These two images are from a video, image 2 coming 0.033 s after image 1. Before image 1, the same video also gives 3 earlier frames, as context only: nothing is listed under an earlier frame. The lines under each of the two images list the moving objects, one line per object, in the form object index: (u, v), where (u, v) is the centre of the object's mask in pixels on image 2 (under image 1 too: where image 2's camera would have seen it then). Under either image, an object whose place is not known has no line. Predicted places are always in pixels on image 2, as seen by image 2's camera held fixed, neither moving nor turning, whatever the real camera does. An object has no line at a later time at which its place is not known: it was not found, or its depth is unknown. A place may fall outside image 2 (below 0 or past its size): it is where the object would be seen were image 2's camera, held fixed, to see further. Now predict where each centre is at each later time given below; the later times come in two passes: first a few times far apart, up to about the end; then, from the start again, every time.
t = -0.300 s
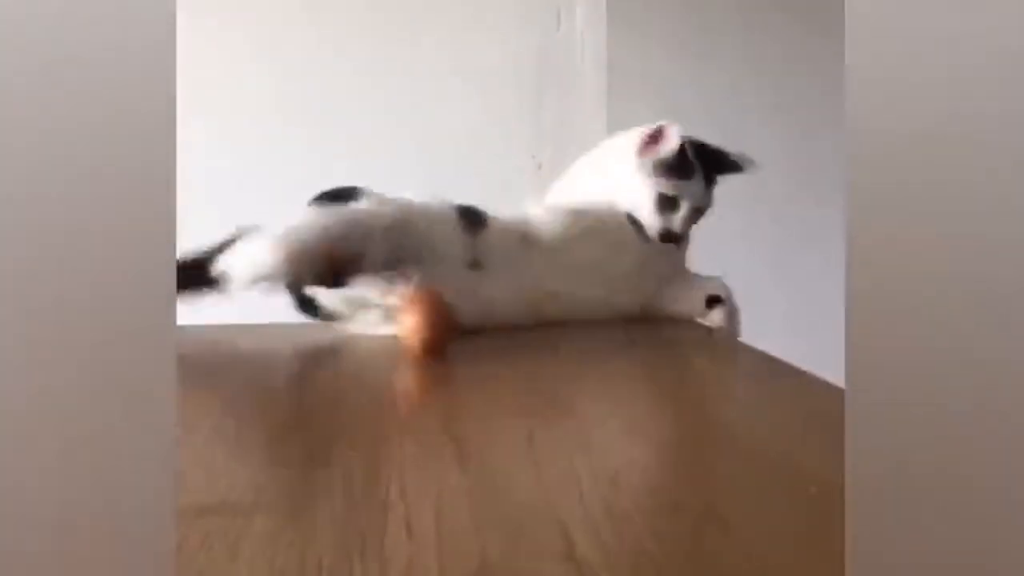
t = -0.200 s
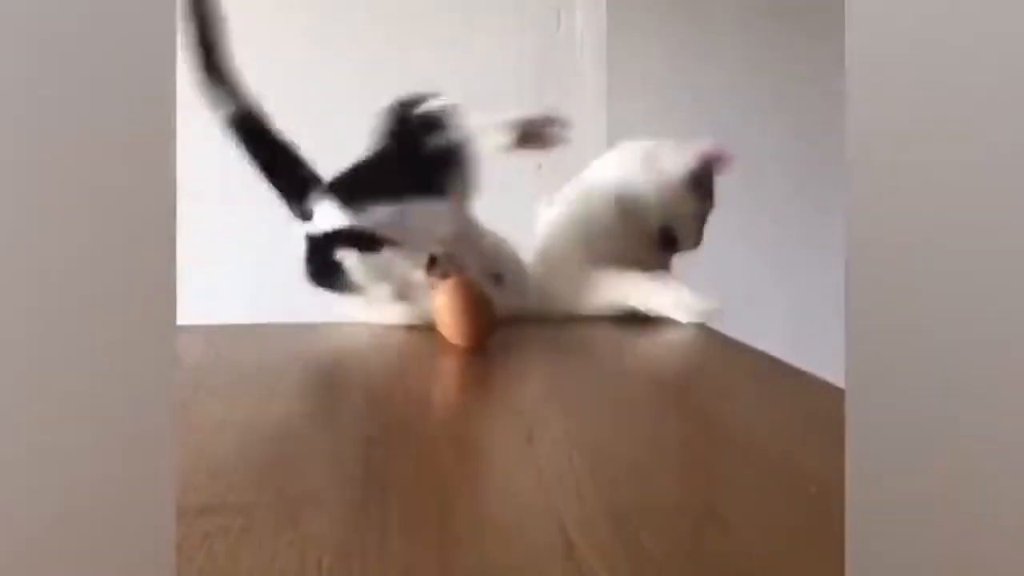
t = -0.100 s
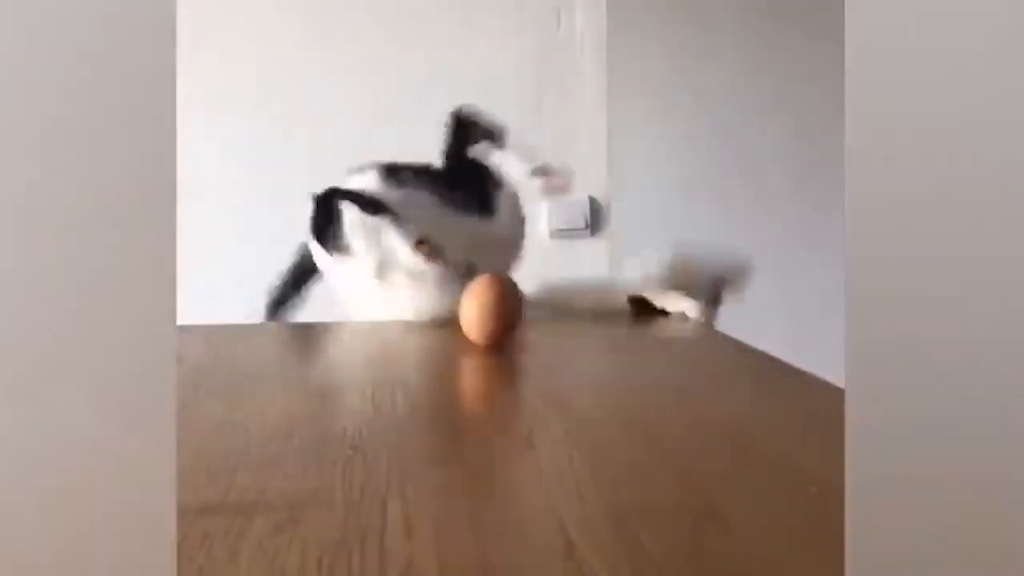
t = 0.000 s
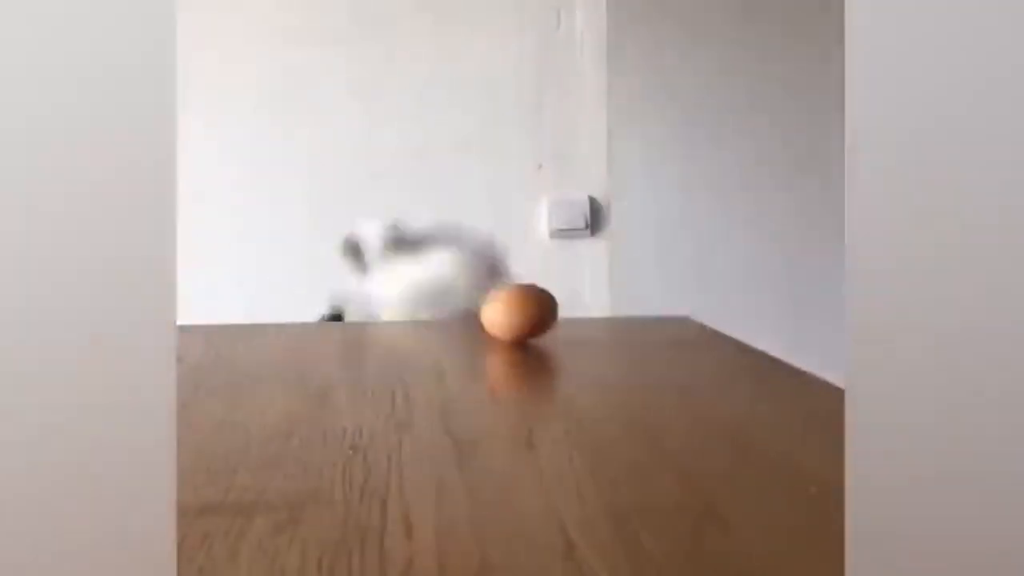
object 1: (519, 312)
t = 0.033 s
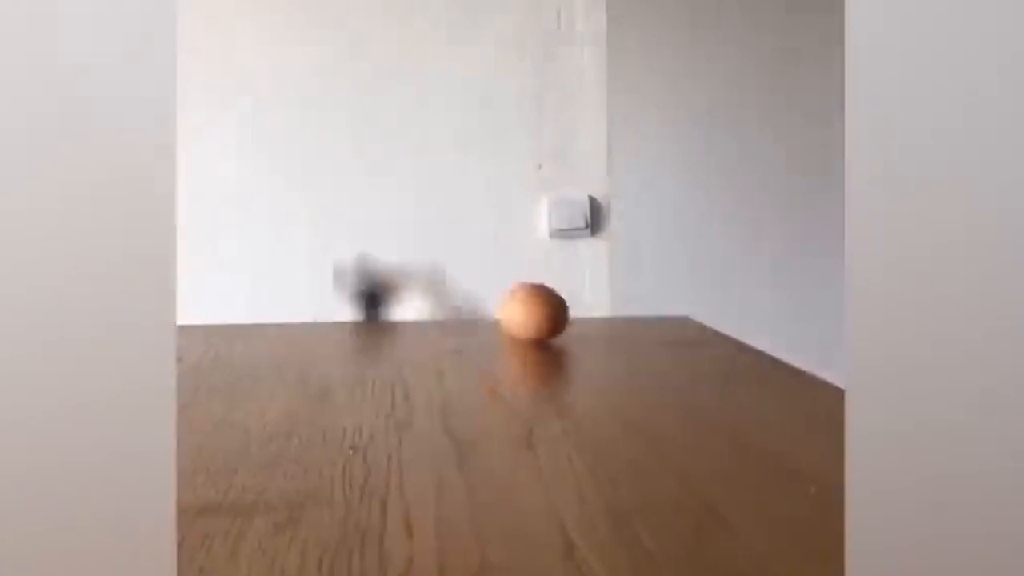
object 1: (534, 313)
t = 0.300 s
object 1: (616, 301)
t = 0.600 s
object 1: (685, 292)
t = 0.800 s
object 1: (709, 302)
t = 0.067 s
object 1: (548, 312)
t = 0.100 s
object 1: (562, 311)
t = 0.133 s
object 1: (575, 309)
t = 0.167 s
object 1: (586, 306)
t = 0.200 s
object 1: (596, 303)
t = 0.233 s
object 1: (604, 301)
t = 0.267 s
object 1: (610, 300)
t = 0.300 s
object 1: (616, 301)
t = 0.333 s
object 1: (622, 301)
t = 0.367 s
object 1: (629, 303)
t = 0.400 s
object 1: (639, 303)
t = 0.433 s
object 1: (647, 302)
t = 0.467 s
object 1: (657, 300)
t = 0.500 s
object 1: (665, 299)
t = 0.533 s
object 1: (673, 297)
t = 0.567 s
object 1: (680, 294)
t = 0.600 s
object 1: (685, 292)
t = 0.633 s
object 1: (689, 291)
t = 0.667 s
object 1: (691, 291)
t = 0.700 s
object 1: (694, 292)
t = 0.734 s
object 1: (696, 294)
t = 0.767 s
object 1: (702, 296)
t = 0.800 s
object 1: (709, 302)
